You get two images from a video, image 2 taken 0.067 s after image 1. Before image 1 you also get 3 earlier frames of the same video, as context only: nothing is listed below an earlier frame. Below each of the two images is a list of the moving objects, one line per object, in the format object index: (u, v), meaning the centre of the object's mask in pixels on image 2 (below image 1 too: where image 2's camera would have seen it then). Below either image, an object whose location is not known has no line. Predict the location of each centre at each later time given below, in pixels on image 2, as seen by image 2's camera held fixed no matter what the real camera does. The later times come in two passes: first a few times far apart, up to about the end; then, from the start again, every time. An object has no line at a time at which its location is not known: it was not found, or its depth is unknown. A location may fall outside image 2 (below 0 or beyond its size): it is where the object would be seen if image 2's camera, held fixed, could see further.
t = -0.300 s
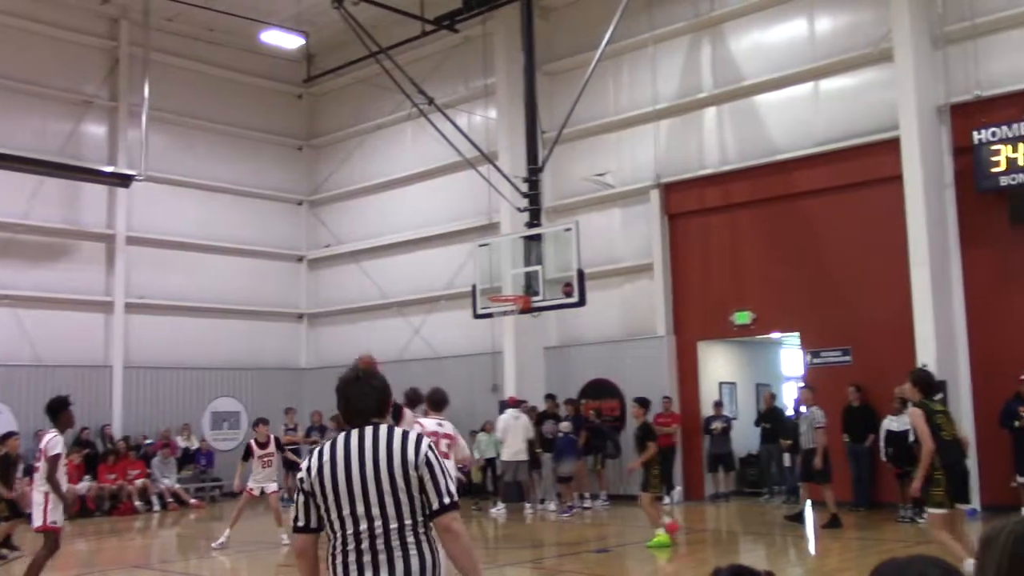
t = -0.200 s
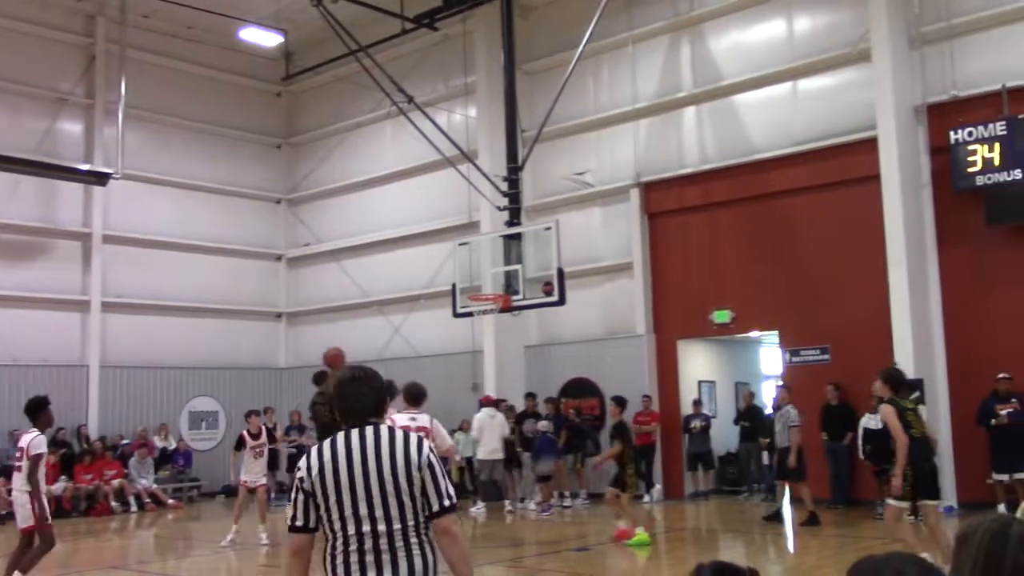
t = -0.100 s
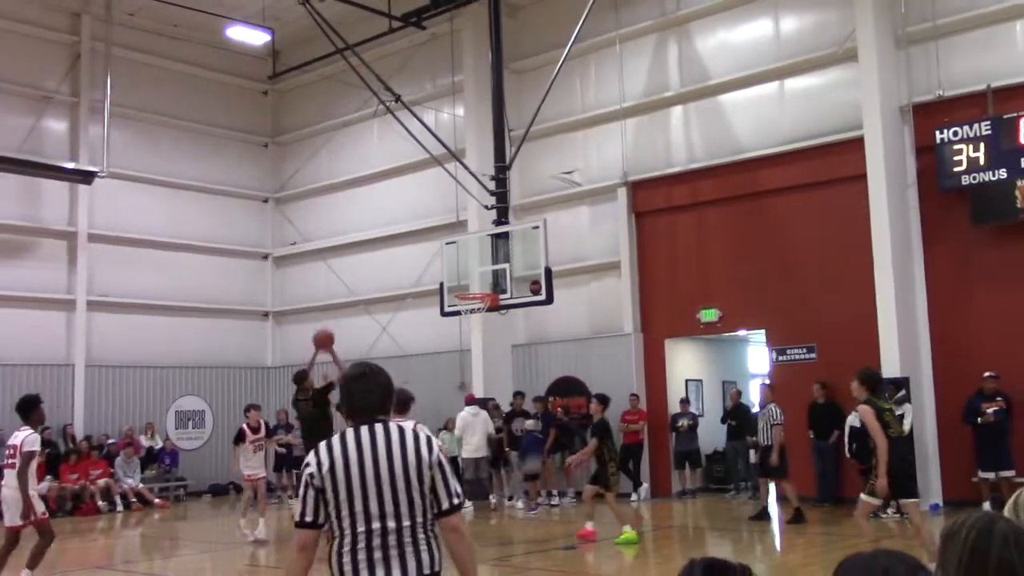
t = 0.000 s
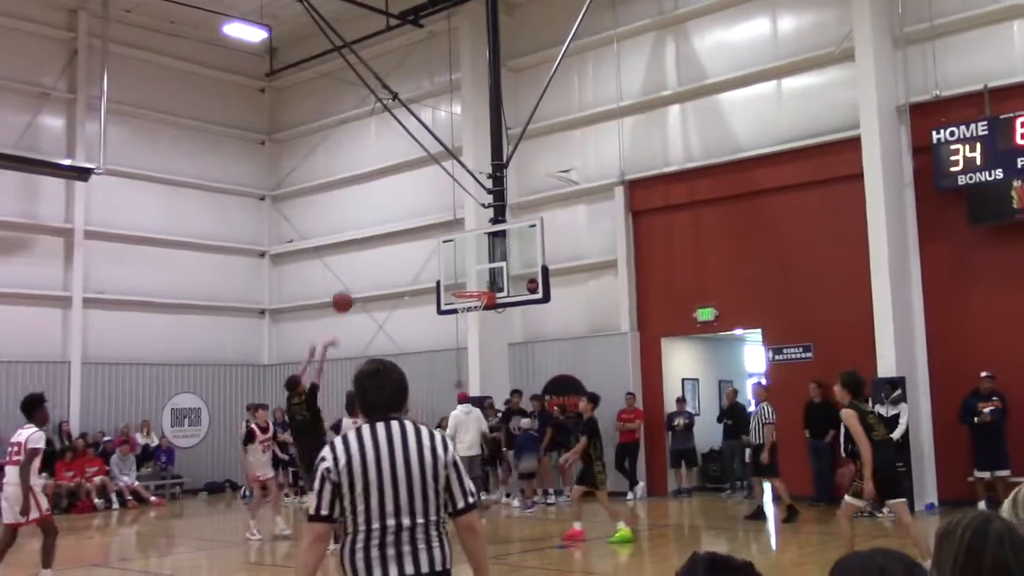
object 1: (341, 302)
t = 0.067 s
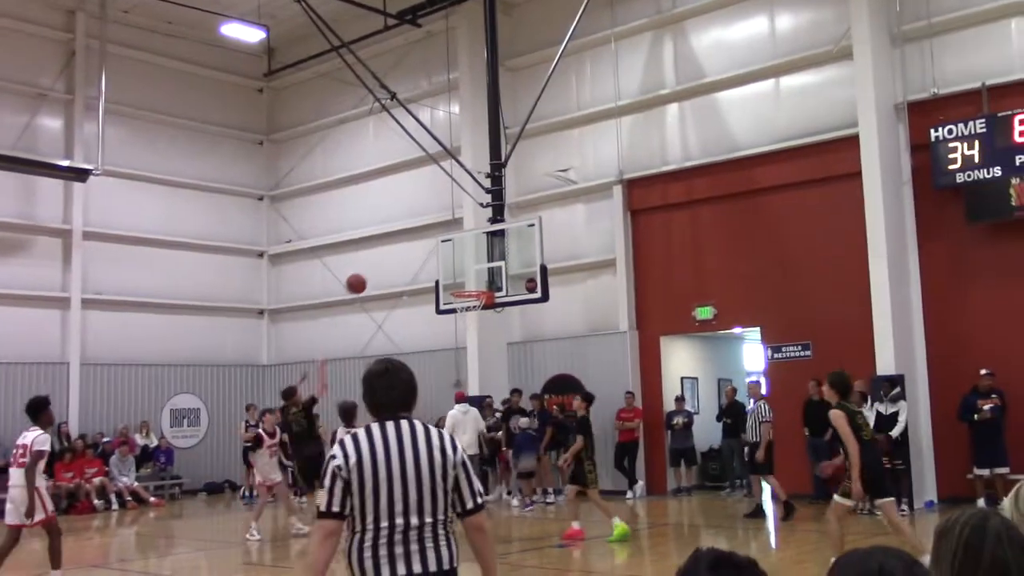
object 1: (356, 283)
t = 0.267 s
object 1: (399, 255)
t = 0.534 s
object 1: (450, 267)
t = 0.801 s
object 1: (466, 269)
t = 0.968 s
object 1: (459, 265)
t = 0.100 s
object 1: (363, 276)
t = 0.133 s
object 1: (371, 270)
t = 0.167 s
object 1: (378, 265)
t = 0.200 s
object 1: (385, 261)
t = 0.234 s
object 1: (392, 257)
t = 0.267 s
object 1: (399, 255)
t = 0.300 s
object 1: (406, 253)
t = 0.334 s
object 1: (412, 253)
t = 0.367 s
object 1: (419, 253)
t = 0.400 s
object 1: (425, 254)
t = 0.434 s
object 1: (432, 256)
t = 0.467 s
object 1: (438, 259)
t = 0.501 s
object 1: (444, 263)
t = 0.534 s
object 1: (450, 267)
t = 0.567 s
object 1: (456, 272)
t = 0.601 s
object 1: (462, 278)
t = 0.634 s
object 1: (468, 283)
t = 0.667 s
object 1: (472, 285)
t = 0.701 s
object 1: (470, 281)
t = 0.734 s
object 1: (468, 276)
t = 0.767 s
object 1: (467, 272)
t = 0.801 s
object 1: (466, 269)
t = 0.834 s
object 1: (464, 267)
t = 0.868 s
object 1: (463, 265)
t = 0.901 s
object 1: (462, 264)
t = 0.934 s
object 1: (461, 264)
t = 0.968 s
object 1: (459, 265)
